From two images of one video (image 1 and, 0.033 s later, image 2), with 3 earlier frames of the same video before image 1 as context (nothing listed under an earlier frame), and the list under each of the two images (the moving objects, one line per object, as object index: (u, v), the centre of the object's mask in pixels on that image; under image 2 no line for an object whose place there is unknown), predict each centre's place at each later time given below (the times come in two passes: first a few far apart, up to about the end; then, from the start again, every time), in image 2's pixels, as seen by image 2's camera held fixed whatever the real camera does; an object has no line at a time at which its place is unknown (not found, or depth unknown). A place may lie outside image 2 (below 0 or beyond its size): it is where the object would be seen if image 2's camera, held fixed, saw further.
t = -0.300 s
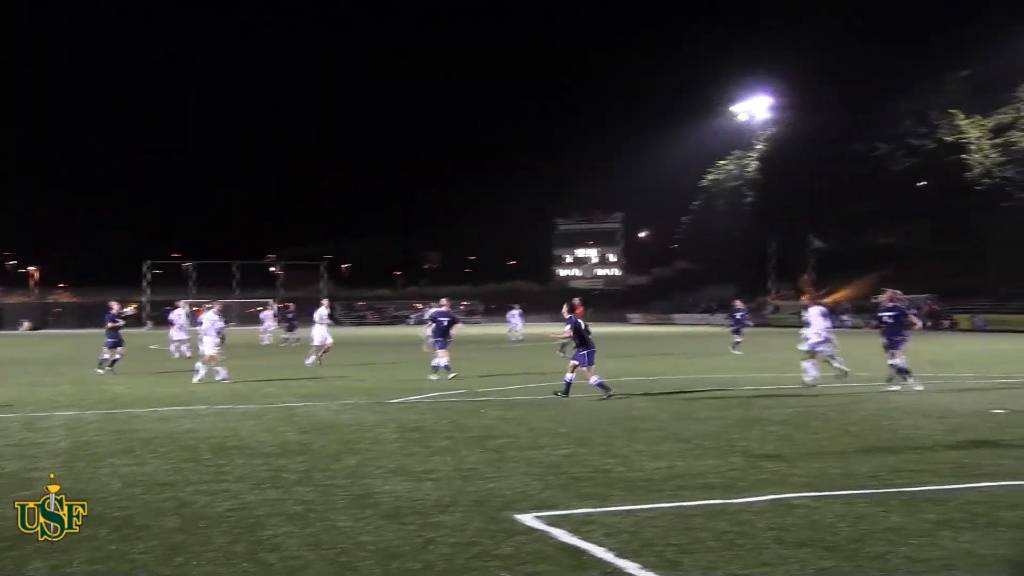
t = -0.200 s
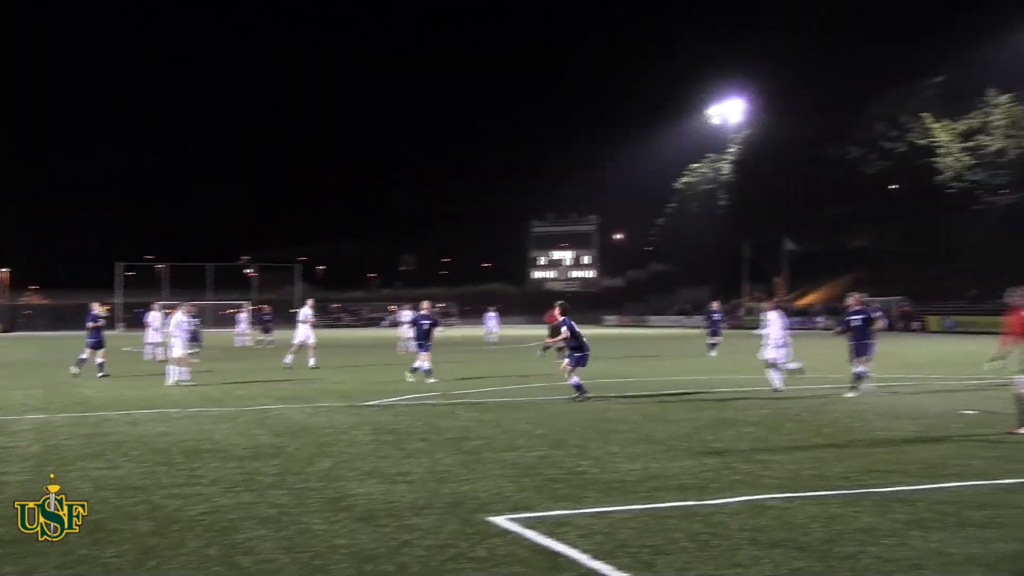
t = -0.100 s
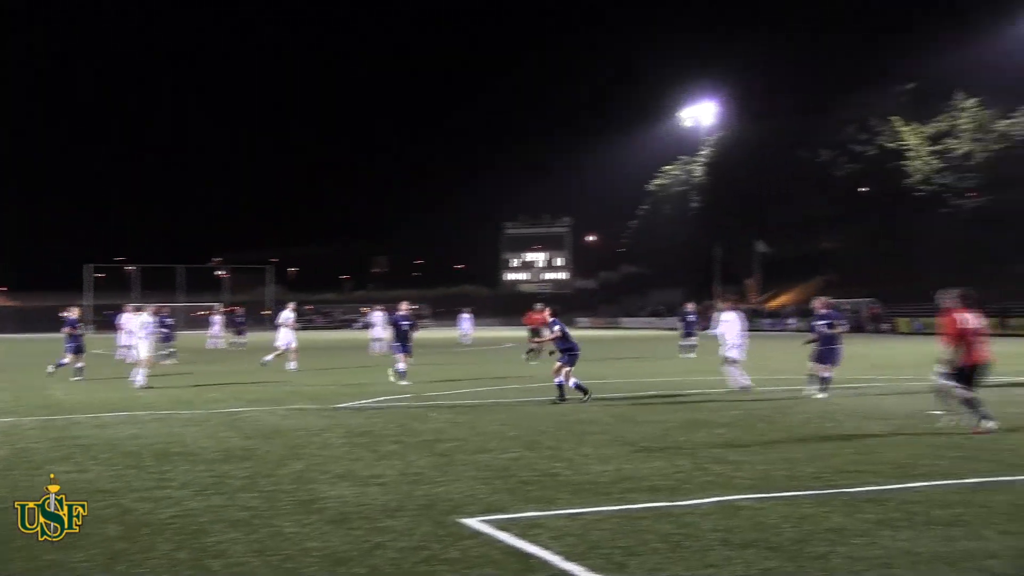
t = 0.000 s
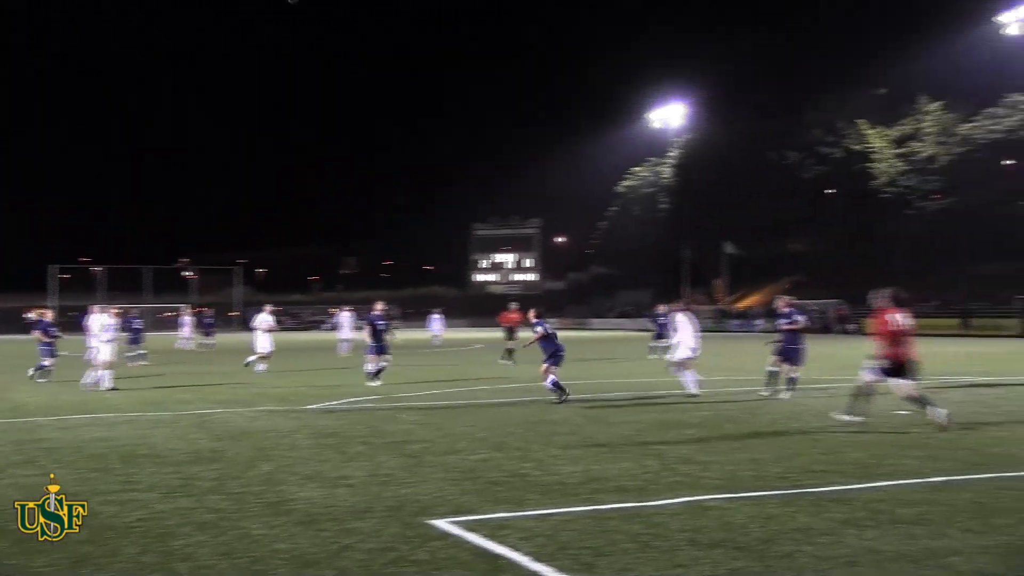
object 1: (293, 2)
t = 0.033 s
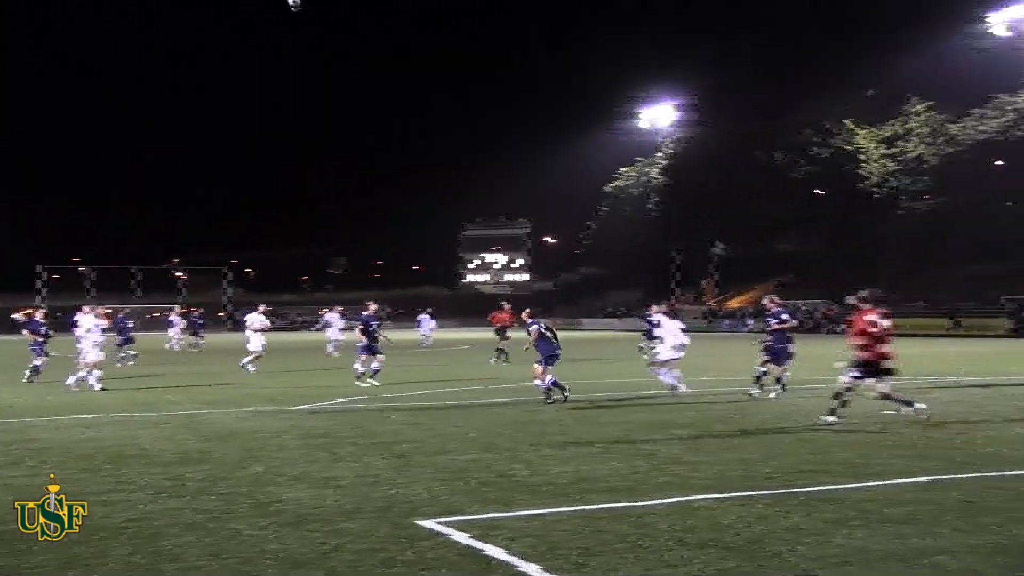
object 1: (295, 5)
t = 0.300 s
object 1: (414, 87)
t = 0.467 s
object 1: (498, 158)
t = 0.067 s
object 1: (308, 11)
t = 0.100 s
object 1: (323, 20)
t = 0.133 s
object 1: (337, 30)
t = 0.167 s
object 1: (353, 41)
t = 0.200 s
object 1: (368, 51)
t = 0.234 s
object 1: (383, 62)
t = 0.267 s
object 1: (399, 74)
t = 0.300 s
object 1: (414, 87)
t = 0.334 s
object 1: (431, 100)
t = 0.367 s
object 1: (447, 113)
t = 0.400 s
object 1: (464, 127)
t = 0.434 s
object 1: (481, 142)
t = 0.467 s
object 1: (498, 158)
